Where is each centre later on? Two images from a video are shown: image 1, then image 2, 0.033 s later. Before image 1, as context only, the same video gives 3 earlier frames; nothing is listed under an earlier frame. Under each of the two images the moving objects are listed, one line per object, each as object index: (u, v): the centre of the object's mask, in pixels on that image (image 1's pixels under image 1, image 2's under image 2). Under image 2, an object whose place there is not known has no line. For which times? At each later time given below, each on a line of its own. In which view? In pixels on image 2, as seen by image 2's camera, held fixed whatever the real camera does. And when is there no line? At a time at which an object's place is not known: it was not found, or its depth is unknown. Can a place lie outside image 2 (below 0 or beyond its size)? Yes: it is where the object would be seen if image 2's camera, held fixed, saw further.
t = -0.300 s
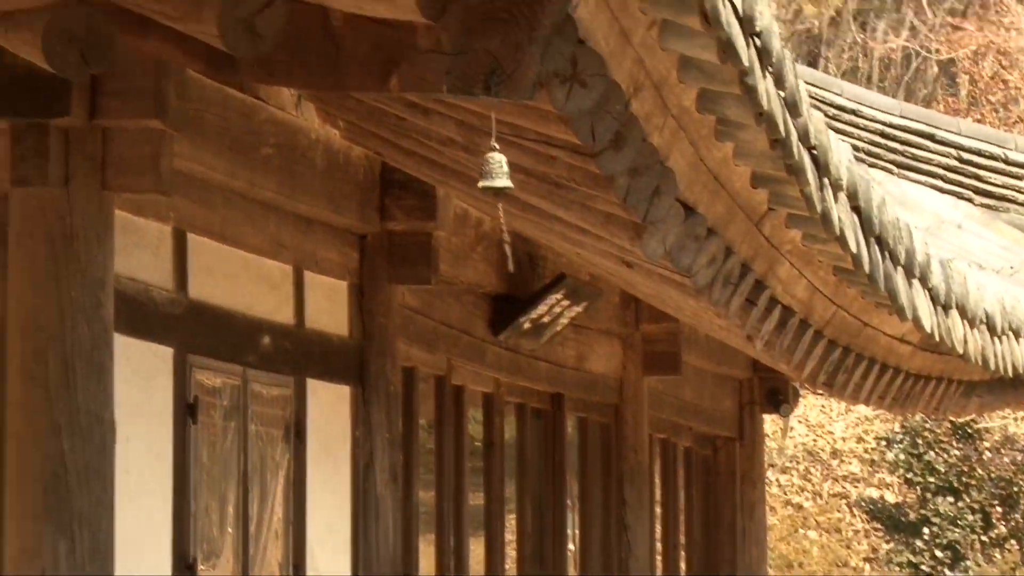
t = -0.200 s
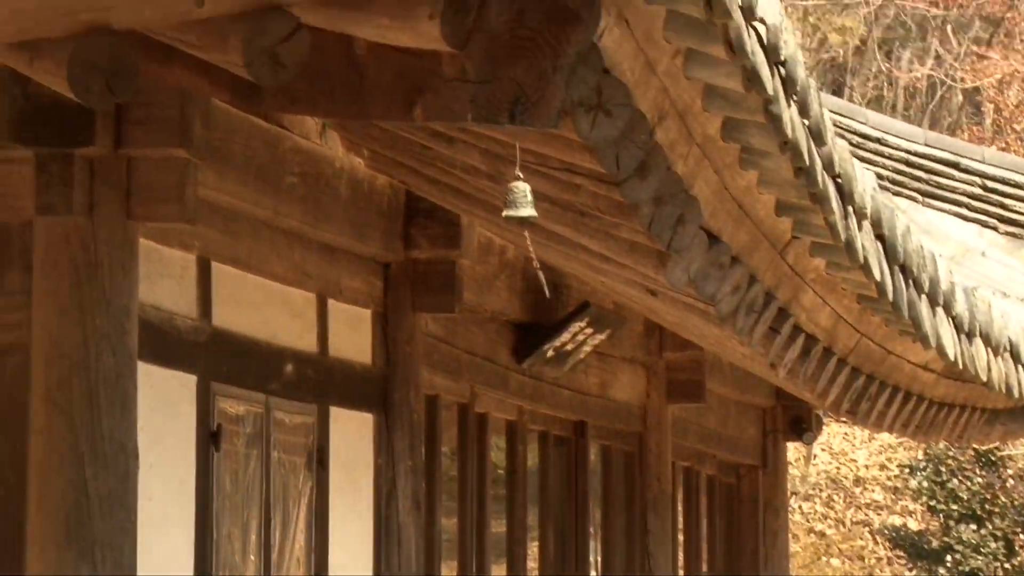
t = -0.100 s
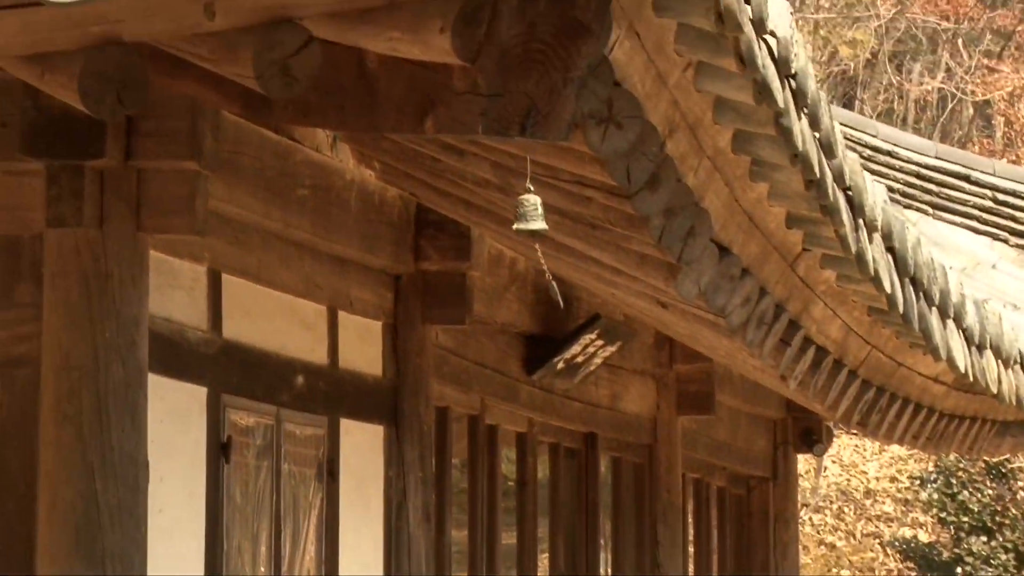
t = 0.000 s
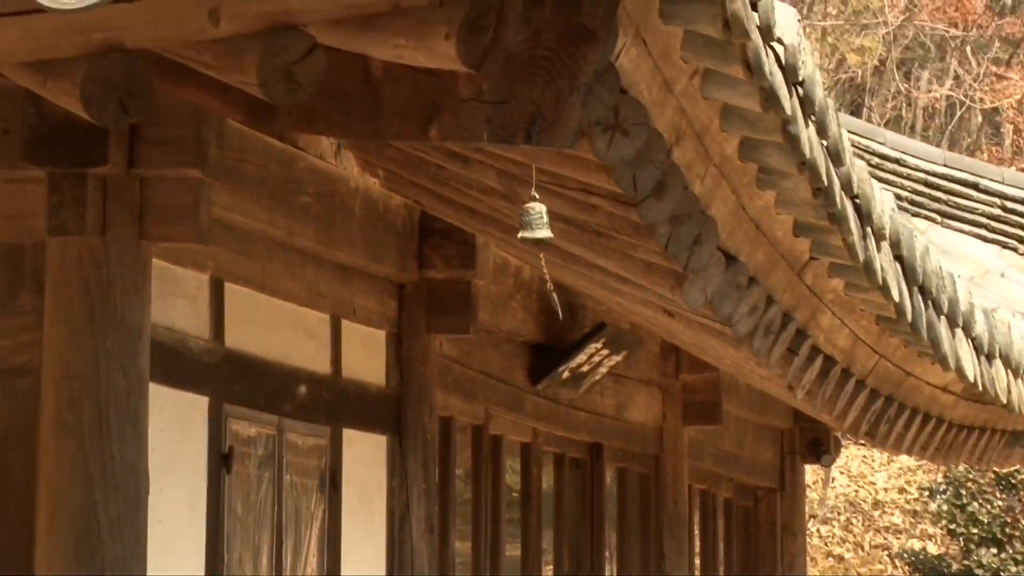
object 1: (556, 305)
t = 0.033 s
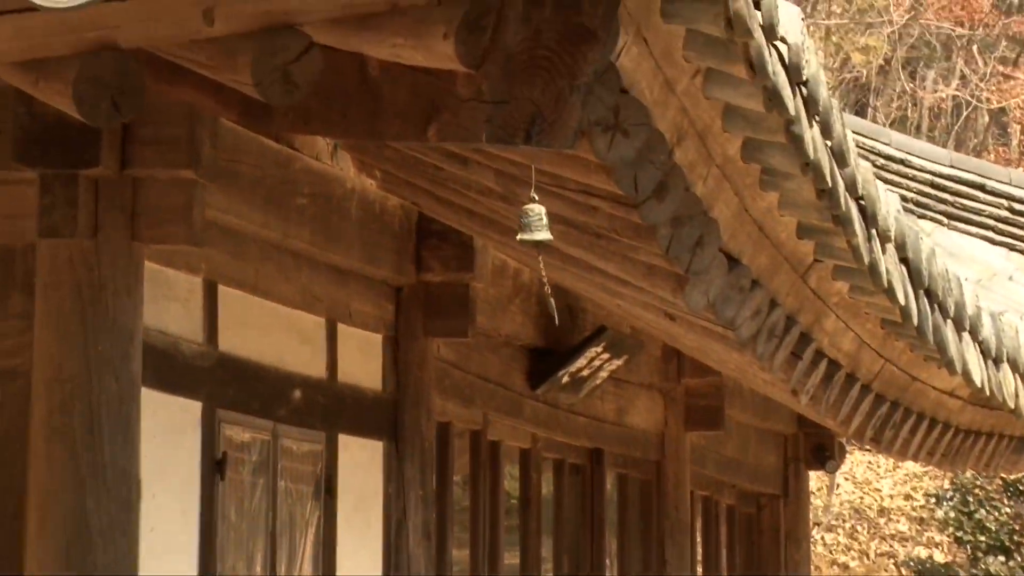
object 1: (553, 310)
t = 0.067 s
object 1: (550, 314)
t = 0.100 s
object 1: (544, 315)
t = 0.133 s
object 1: (540, 317)
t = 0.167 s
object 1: (537, 316)
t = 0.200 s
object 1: (534, 313)
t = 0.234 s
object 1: (533, 312)
